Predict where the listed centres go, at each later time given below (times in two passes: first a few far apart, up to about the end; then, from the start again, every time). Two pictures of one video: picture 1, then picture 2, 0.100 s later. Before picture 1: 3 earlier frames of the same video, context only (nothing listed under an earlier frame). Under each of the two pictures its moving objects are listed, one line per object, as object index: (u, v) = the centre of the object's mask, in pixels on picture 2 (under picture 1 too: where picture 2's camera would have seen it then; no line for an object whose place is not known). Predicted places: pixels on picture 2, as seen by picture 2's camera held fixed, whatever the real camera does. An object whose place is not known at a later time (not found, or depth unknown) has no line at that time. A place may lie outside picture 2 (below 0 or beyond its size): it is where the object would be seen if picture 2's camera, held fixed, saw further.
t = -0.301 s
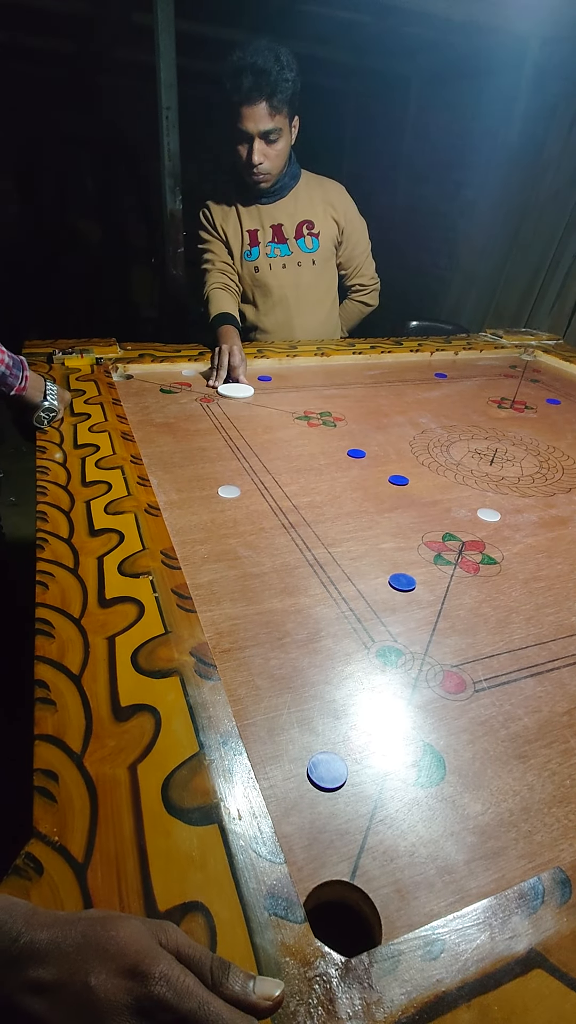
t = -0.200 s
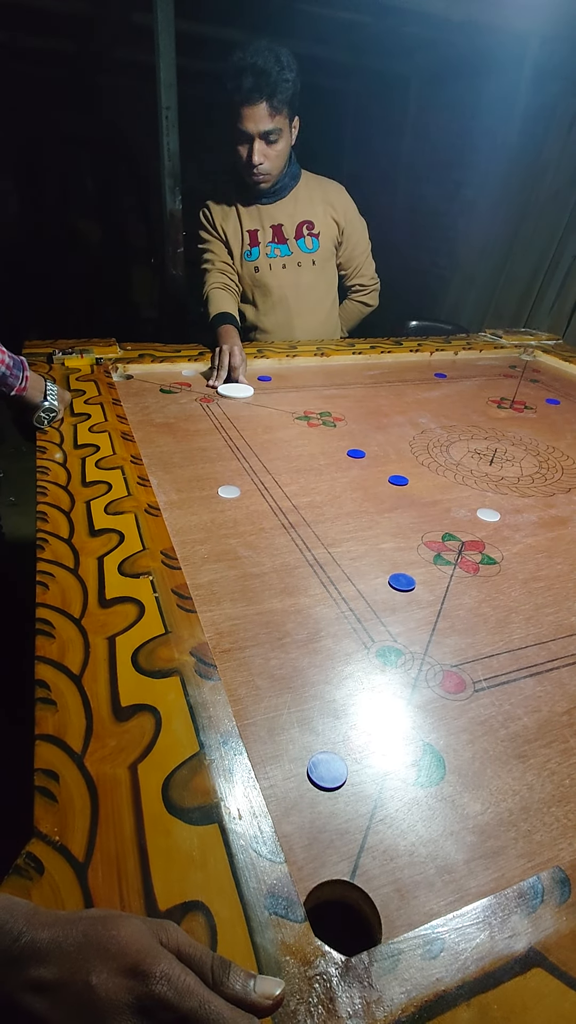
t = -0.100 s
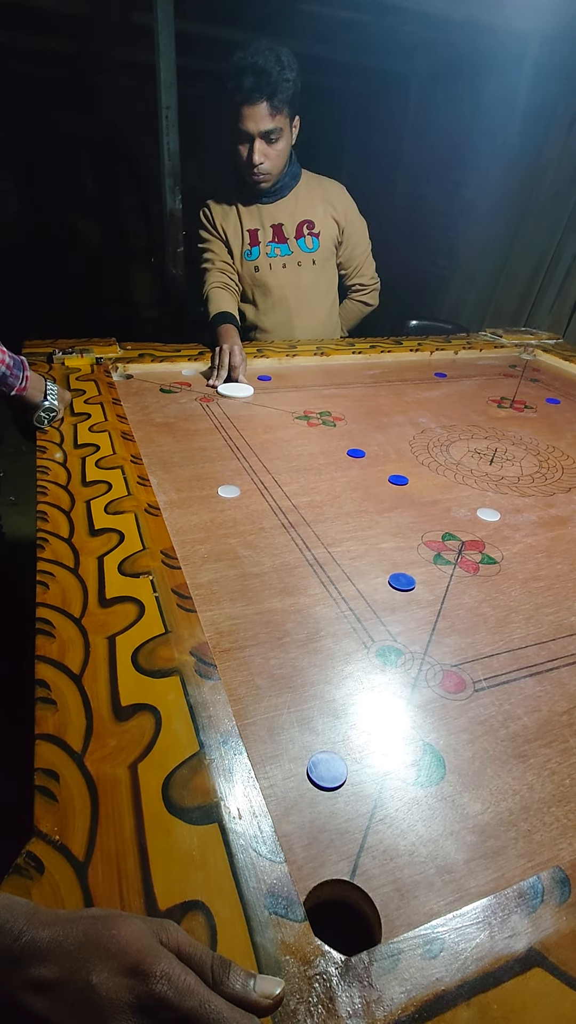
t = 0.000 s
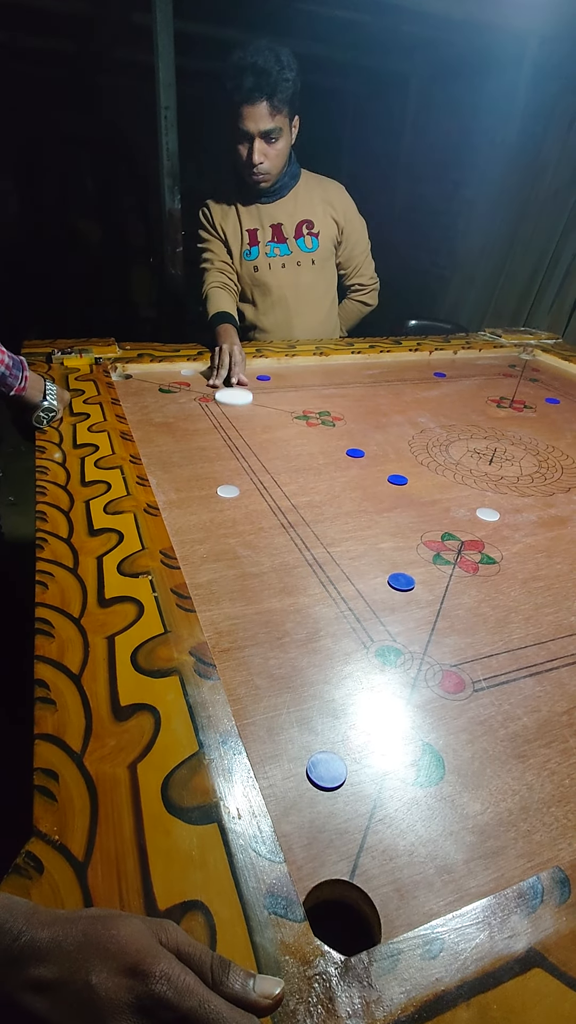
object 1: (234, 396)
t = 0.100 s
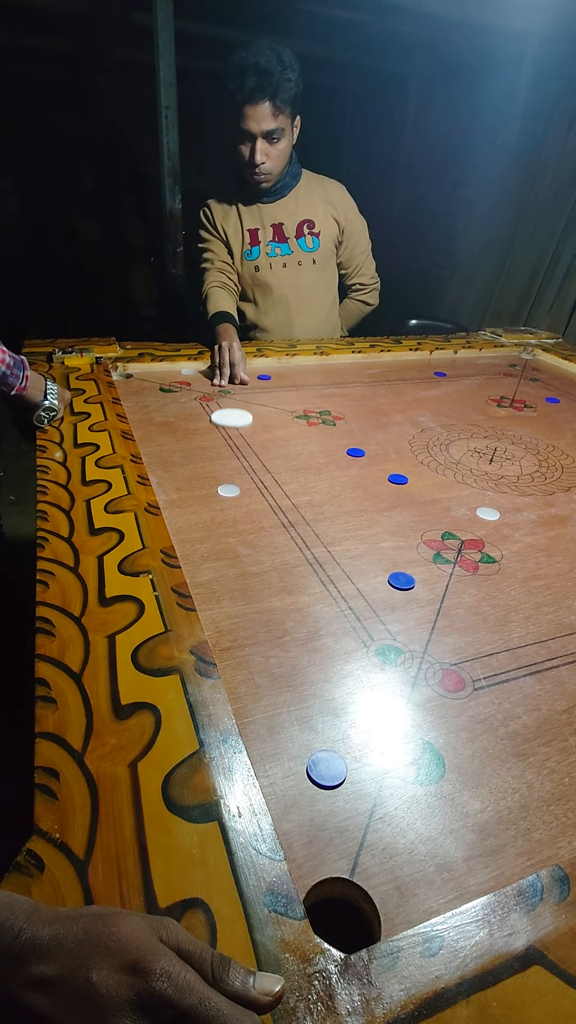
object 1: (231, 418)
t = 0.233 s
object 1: (227, 453)
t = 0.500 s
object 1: (217, 545)
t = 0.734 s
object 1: (286, 644)
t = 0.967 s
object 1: (424, 773)
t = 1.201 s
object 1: (460, 760)
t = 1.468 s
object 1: (426, 670)
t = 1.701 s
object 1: (413, 628)
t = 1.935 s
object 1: (409, 607)
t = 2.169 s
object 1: (409, 596)
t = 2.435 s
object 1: (409, 591)
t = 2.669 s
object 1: (409, 591)
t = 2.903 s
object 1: (409, 592)
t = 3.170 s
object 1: (409, 592)
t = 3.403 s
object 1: (409, 592)
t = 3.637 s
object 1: (410, 592)
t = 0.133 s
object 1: (230, 426)
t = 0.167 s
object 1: (229, 435)
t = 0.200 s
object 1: (229, 444)
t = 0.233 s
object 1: (227, 453)
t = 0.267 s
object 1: (226, 464)
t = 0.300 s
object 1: (225, 474)
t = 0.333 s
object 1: (224, 484)
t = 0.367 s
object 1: (223, 495)
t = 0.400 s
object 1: (222, 506)
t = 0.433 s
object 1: (220, 518)
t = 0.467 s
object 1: (219, 531)
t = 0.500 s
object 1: (217, 545)
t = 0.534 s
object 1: (216, 560)
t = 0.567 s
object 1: (217, 575)
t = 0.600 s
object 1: (228, 588)
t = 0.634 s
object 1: (241, 601)
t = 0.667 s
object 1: (256, 614)
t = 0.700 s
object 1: (271, 628)
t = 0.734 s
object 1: (286, 644)
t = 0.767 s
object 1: (303, 659)
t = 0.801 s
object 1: (319, 675)
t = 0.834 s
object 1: (337, 693)
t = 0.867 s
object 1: (358, 711)
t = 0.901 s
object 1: (378, 729)
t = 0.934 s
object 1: (401, 753)
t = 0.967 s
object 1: (424, 773)
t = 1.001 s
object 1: (445, 793)
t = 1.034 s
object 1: (470, 816)
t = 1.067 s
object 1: (488, 831)
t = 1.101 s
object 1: (481, 813)
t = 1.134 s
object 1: (474, 792)
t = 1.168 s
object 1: (466, 775)
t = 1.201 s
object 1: (460, 760)
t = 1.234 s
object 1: (454, 745)
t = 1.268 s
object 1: (449, 731)
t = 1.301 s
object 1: (444, 719)
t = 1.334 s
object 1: (440, 708)
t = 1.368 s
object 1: (436, 698)
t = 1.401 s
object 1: (432, 688)
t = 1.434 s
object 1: (429, 679)
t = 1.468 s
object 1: (426, 670)
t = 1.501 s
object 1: (423, 662)
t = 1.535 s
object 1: (420, 655)
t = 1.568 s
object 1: (418, 649)
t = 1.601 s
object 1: (417, 643)
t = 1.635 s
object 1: (415, 638)
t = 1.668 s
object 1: (414, 633)
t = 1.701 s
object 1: (413, 628)
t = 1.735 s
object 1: (412, 624)
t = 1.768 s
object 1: (411, 621)
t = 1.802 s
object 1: (410, 617)
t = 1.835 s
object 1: (410, 615)
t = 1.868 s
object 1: (409, 612)
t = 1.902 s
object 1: (409, 609)
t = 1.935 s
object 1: (409, 607)
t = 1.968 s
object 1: (409, 605)
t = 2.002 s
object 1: (409, 603)
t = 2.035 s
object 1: (409, 601)
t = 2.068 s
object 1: (409, 600)
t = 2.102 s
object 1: (409, 598)
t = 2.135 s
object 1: (409, 597)
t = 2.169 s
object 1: (409, 596)
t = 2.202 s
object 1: (409, 595)
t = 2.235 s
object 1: (409, 594)
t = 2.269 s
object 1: (409, 593)
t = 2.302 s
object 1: (409, 593)
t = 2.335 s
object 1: (409, 592)
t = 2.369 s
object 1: (409, 592)
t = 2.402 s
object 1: (409, 591)
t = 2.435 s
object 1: (409, 591)
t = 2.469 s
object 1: (409, 591)
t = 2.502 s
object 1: (409, 591)
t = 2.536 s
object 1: (409, 591)
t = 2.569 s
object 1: (409, 591)
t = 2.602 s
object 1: (409, 591)
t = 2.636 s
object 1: (409, 591)
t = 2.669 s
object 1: (409, 591)
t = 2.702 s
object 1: (409, 591)
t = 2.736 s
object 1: (409, 591)
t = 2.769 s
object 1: (409, 591)
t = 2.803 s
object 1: (409, 591)
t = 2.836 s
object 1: (409, 591)
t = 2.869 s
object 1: (409, 591)
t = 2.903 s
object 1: (409, 592)
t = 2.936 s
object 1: (409, 591)
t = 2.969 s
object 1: (409, 592)
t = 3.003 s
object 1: (409, 591)
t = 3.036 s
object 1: (409, 592)
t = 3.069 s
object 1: (409, 592)
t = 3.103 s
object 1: (410, 591)
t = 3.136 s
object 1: (410, 592)
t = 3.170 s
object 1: (409, 592)
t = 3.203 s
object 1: (409, 591)
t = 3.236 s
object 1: (409, 592)
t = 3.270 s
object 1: (409, 592)
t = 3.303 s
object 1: (410, 592)
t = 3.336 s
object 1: (409, 591)
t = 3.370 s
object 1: (409, 592)
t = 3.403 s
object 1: (409, 592)
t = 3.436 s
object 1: (410, 591)
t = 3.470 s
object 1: (410, 592)
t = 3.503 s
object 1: (409, 592)
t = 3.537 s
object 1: (410, 592)
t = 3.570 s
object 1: (410, 591)
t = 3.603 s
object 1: (410, 592)
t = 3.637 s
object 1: (410, 592)
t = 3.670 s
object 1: (410, 592)
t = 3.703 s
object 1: (410, 592)
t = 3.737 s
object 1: (410, 592)
